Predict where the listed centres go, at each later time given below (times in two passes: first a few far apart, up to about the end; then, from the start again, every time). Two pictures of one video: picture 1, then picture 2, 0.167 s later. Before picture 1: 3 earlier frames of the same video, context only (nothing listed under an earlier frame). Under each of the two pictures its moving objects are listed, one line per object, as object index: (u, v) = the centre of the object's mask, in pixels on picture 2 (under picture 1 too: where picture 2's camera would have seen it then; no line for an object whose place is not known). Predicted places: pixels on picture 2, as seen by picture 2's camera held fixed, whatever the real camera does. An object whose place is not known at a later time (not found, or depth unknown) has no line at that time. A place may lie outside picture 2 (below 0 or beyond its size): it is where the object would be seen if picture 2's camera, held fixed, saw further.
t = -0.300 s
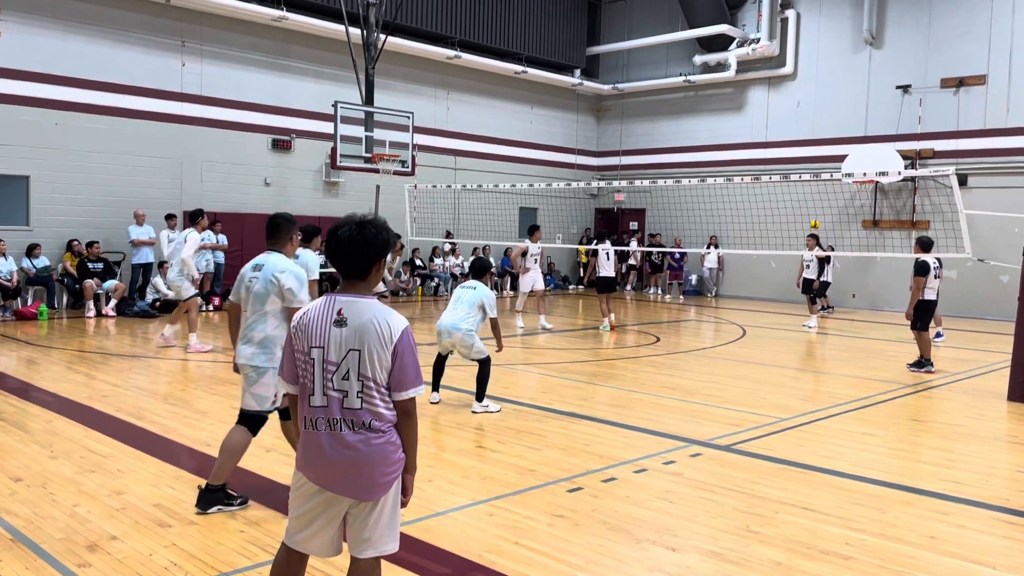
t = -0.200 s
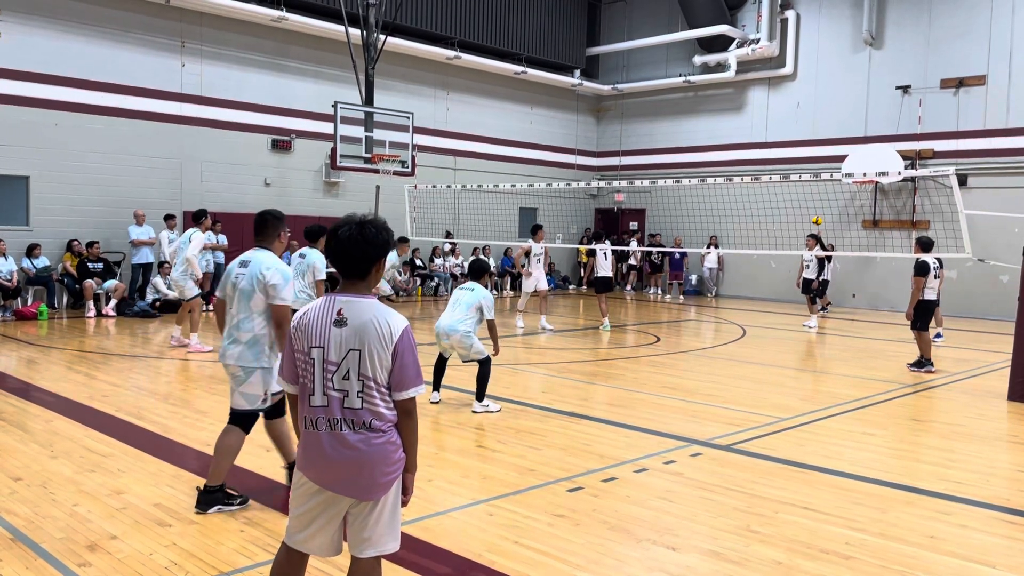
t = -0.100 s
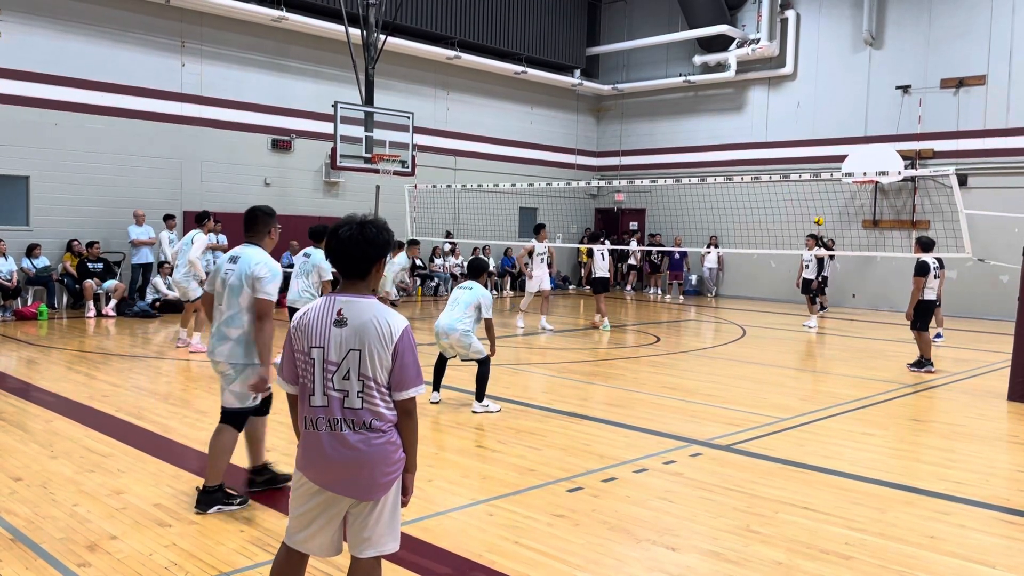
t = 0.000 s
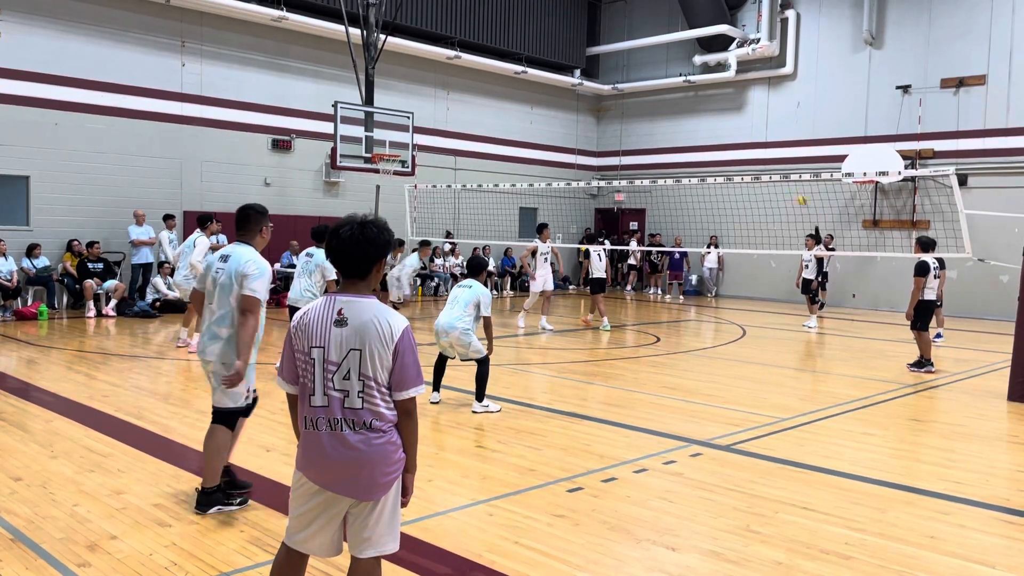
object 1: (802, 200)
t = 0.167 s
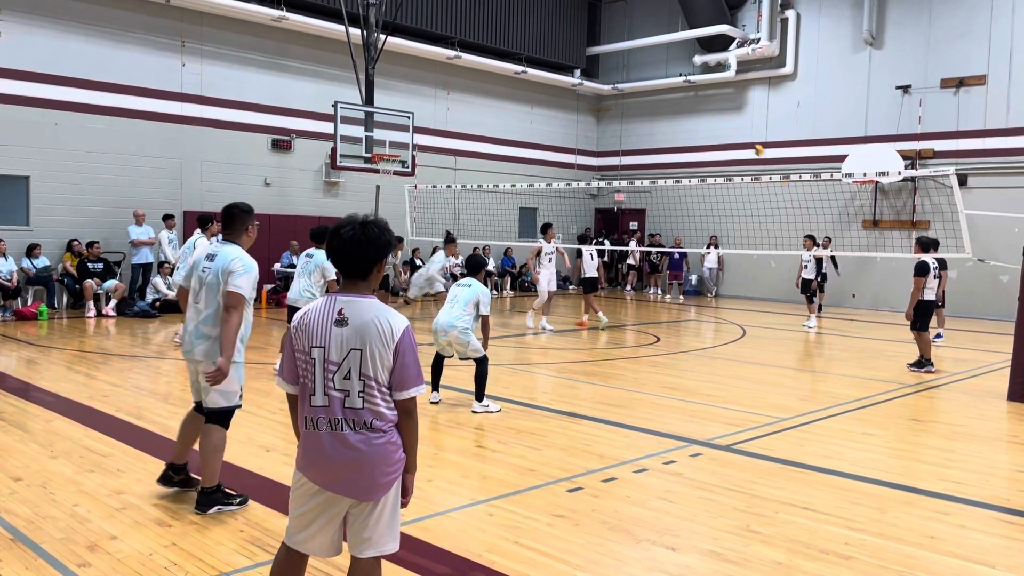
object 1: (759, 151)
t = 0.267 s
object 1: (731, 125)
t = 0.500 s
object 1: (663, 80)
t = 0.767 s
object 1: (572, 62)
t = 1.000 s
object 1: (482, 78)
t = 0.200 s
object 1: (750, 142)
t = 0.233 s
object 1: (740, 133)
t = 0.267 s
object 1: (731, 125)
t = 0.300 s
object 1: (721, 117)
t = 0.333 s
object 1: (712, 110)
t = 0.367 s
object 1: (702, 103)
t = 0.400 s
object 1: (693, 97)
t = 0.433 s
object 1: (683, 91)
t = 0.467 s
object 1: (673, 86)
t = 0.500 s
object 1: (663, 80)
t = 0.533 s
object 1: (652, 75)
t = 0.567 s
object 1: (641, 72)
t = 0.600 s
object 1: (630, 69)
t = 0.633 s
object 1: (619, 66)
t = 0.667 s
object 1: (608, 64)
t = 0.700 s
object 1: (595, 62)
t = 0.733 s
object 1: (584, 62)
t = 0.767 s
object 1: (572, 62)
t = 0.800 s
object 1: (559, 62)
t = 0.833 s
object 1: (547, 62)
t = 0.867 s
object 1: (534, 64)
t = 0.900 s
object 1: (522, 66)
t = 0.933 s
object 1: (509, 70)
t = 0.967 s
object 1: (496, 74)
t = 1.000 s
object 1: (482, 78)
